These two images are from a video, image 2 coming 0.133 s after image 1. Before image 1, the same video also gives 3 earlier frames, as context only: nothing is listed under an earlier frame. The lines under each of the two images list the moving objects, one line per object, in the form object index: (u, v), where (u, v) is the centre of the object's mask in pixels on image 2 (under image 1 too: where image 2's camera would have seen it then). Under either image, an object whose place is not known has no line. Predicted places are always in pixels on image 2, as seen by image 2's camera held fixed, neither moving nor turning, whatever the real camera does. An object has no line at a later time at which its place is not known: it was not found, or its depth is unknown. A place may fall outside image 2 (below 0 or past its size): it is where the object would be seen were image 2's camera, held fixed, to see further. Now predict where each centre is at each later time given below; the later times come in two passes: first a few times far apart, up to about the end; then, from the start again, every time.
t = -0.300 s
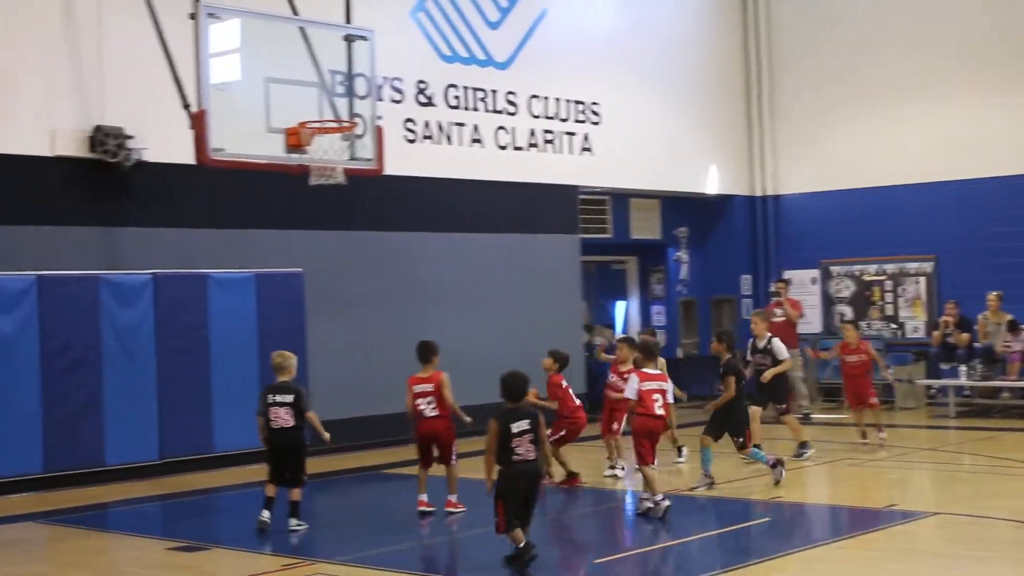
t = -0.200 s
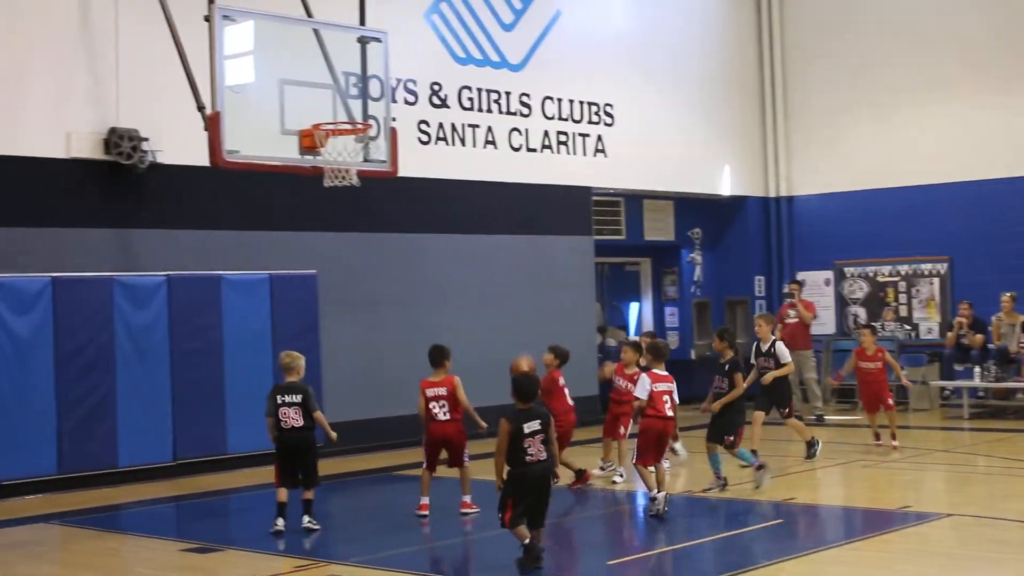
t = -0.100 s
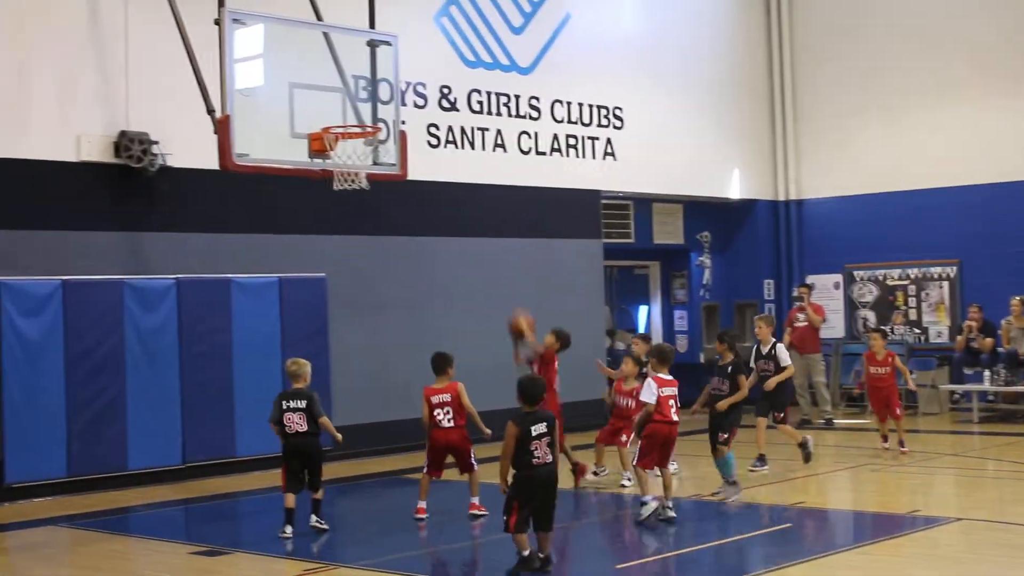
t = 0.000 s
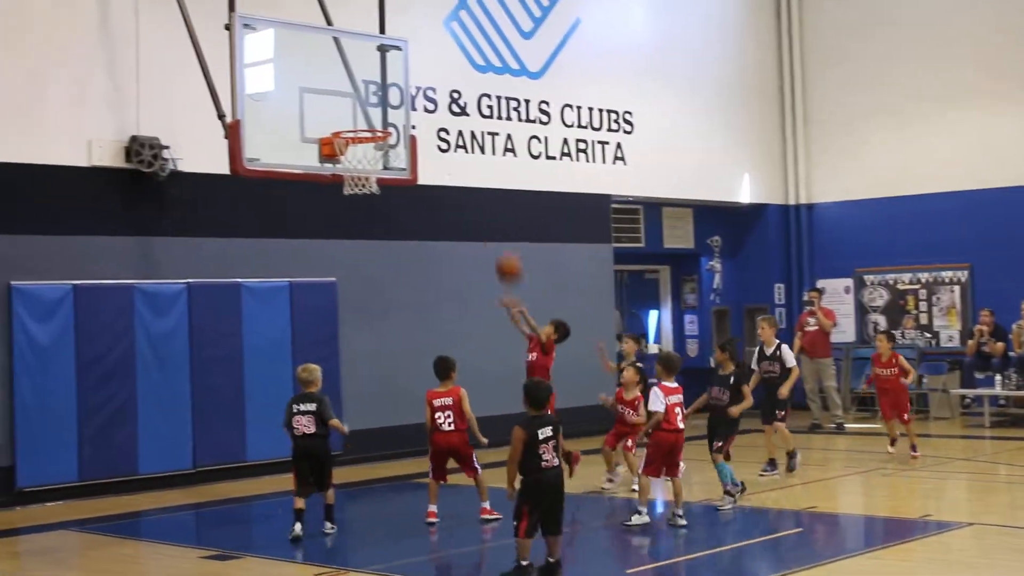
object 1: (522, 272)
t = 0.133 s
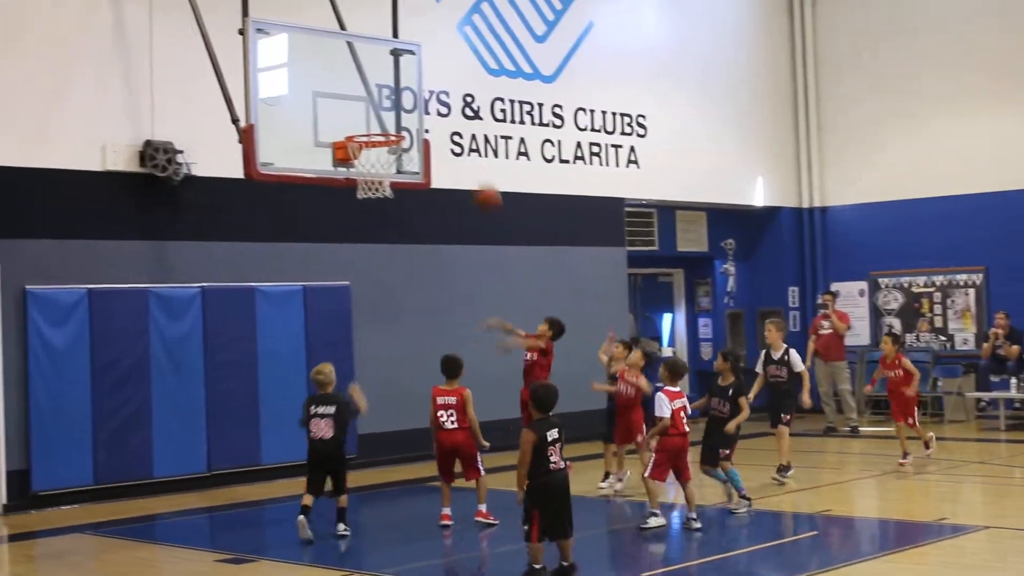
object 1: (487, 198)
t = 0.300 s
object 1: (444, 132)
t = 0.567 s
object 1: (378, 94)
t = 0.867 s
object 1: (369, 148)
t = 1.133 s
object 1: (381, 243)
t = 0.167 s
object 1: (479, 182)
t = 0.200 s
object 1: (470, 168)
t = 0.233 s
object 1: (461, 155)
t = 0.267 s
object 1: (453, 143)
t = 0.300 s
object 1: (444, 132)
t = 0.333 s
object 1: (436, 123)
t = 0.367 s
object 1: (427, 115)
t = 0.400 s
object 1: (419, 108)
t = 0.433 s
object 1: (410, 103)
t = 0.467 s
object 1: (402, 98)
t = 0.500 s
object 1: (395, 96)
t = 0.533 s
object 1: (387, 94)
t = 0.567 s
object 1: (378, 94)
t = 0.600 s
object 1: (377, 94)
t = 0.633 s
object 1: (376, 96)
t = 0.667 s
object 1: (375, 99)
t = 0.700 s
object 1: (374, 104)
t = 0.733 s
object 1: (373, 109)
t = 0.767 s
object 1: (373, 116)
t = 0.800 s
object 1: (372, 124)
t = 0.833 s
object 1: (369, 128)
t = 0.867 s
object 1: (369, 148)
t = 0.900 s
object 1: (368, 159)
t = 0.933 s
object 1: (371, 175)
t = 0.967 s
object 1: (370, 180)
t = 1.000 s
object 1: (372, 189)
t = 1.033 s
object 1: (375, 198)
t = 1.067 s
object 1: (377, 212)
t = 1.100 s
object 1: (379, 226)
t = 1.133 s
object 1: (381, 243)
